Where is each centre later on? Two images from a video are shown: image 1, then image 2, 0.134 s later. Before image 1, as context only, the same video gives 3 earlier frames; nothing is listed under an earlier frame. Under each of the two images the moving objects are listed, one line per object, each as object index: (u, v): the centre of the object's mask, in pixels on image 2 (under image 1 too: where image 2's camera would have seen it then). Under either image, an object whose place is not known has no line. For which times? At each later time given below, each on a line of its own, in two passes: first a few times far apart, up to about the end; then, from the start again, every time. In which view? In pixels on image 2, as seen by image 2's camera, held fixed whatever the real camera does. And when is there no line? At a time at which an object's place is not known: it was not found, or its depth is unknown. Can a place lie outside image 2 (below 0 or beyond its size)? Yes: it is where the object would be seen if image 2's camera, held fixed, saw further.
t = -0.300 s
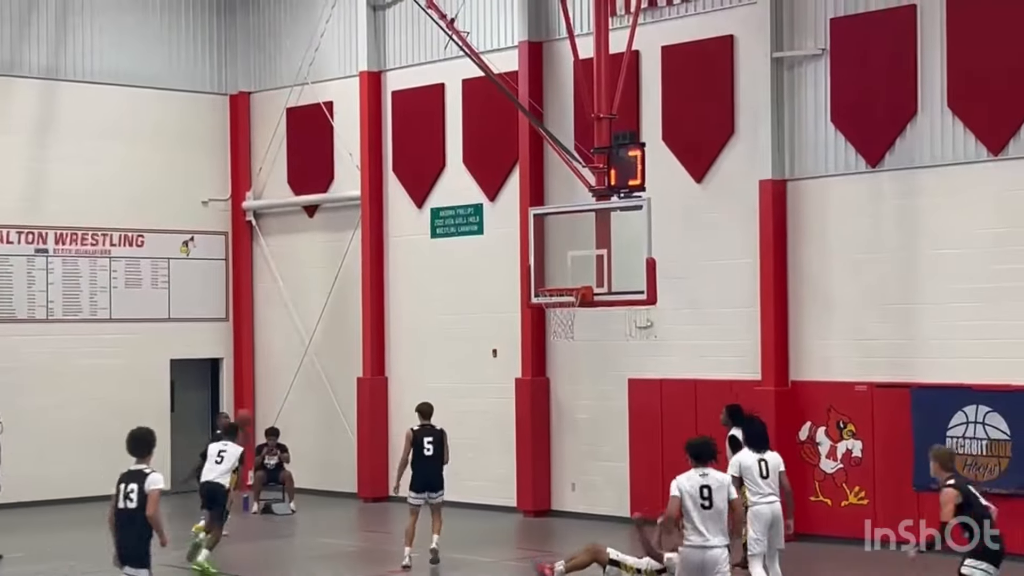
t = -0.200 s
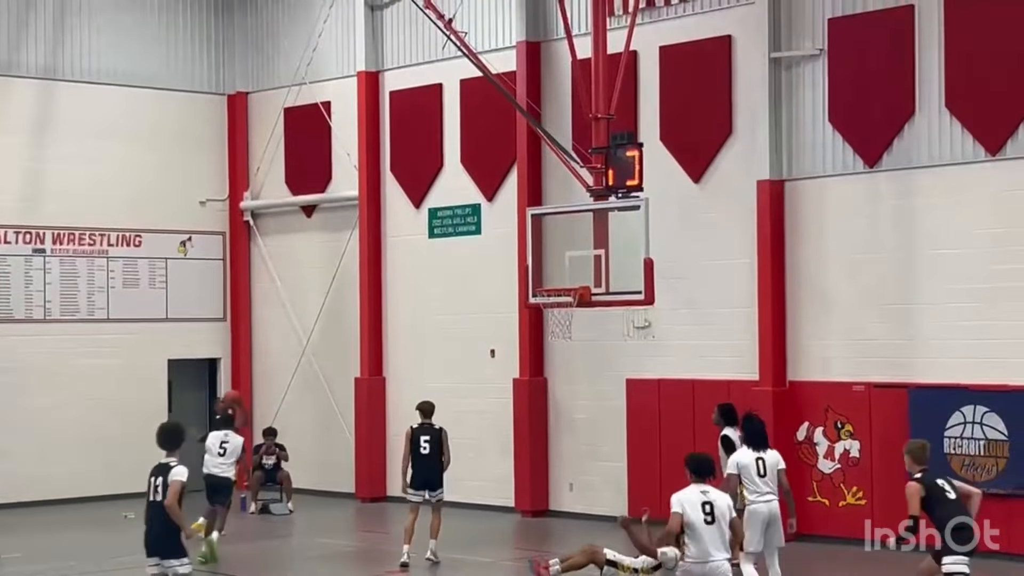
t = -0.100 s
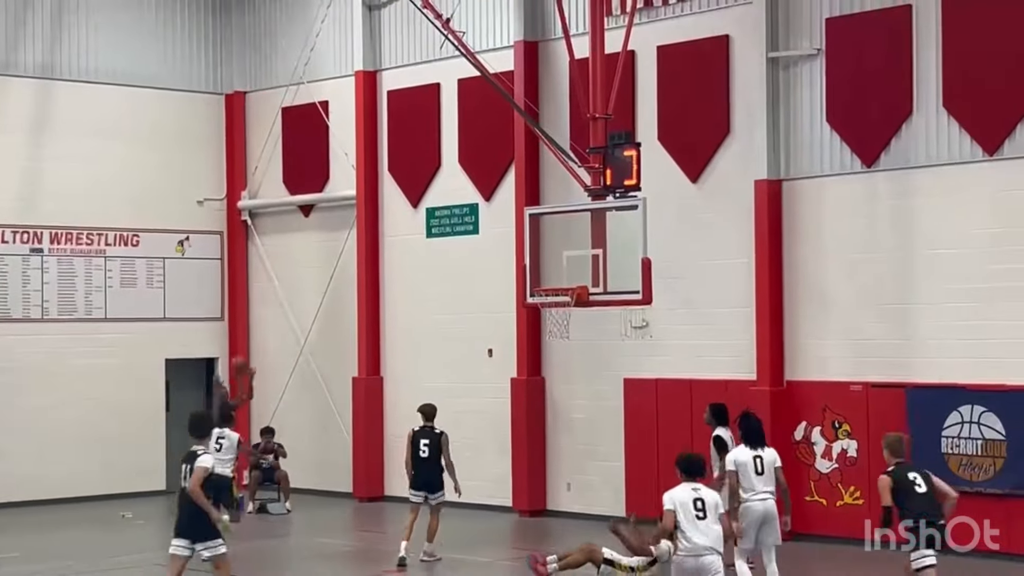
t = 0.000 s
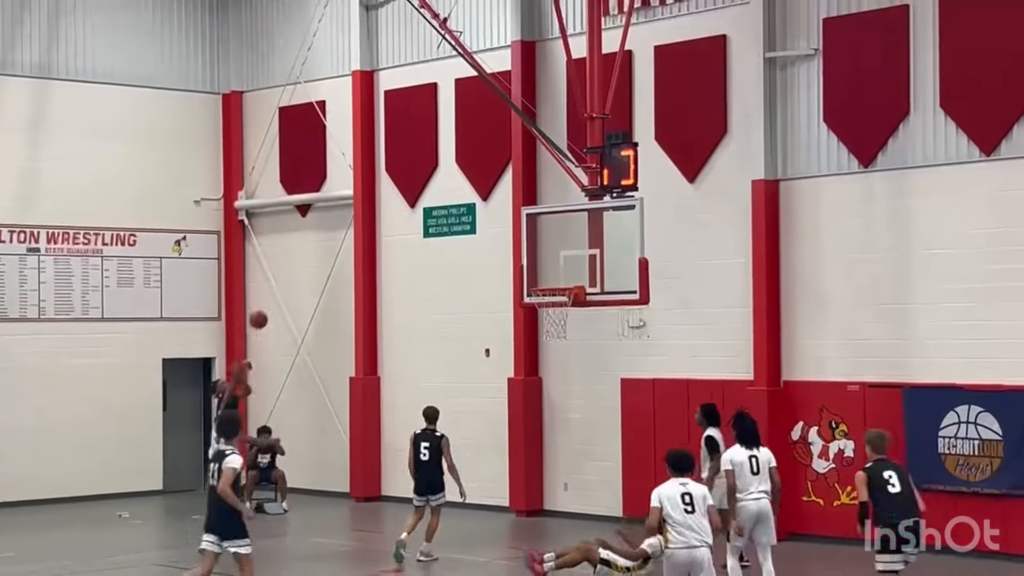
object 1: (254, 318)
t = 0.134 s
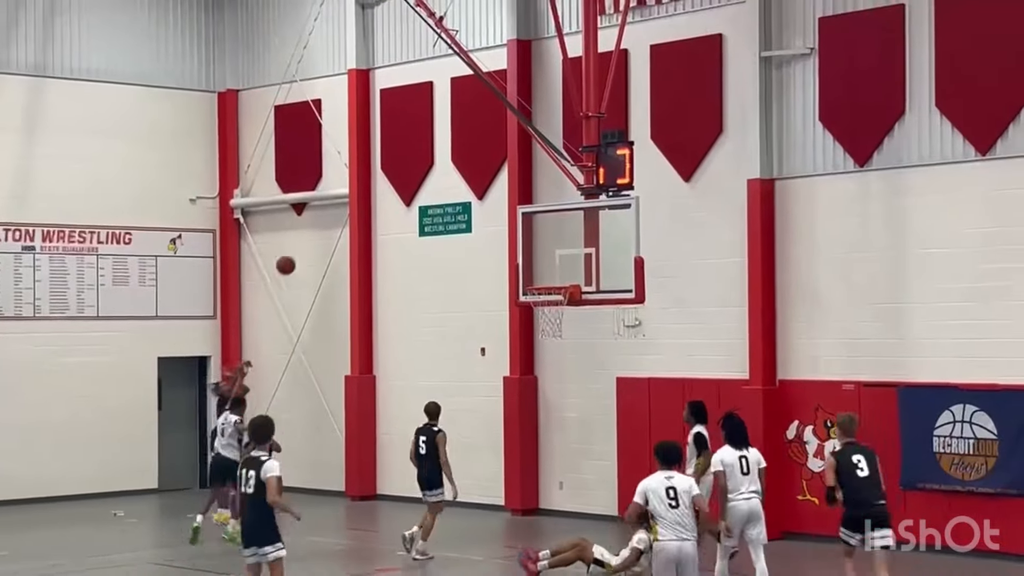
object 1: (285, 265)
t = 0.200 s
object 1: (302, 243)
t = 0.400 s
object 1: (352, 199)
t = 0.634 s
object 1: (416, 182)
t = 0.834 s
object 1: (474, 207)
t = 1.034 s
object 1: (536, 270)
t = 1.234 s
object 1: (532, 301)
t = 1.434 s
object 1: (532, 323)
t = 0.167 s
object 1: (293, 254)
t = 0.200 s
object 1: (302, 243)
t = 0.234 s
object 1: (310, 234)
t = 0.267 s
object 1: (318, 225)
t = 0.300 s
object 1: (327, 217)
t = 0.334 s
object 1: (335, 211)
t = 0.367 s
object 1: (343, 204)
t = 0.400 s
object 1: (352, 199)
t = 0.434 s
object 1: (360, 193)
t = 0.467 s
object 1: (370, 188)
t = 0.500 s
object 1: (379, 186)
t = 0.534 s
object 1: (388, 184)
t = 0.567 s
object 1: (396, 181)
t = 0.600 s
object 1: (405, 180)
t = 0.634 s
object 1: (416, 182)
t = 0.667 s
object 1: (425, 184)
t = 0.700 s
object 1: (435, 187)
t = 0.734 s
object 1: (444, 191)
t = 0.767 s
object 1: (454, 195)
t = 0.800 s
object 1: (464, 201)
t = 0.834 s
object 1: (474, 207)
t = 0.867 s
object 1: (484, 215)
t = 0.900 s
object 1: (494, 224)
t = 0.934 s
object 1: (503, 235)
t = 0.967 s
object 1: (514, 245)
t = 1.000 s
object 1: (525, 257)
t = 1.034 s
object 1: (536, 270)
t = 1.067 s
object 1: (546, 280)
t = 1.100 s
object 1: (554, 286)
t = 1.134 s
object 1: (559, 291)
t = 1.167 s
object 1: (547, 292)
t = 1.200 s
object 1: (538, 299)
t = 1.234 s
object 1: (532, 301)
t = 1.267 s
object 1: (529, 306)
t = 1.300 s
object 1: (529, 308)
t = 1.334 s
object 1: (528, 312)
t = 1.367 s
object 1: (528, 312)
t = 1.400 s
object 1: (532, 320)
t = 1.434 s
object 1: (532, 323)
